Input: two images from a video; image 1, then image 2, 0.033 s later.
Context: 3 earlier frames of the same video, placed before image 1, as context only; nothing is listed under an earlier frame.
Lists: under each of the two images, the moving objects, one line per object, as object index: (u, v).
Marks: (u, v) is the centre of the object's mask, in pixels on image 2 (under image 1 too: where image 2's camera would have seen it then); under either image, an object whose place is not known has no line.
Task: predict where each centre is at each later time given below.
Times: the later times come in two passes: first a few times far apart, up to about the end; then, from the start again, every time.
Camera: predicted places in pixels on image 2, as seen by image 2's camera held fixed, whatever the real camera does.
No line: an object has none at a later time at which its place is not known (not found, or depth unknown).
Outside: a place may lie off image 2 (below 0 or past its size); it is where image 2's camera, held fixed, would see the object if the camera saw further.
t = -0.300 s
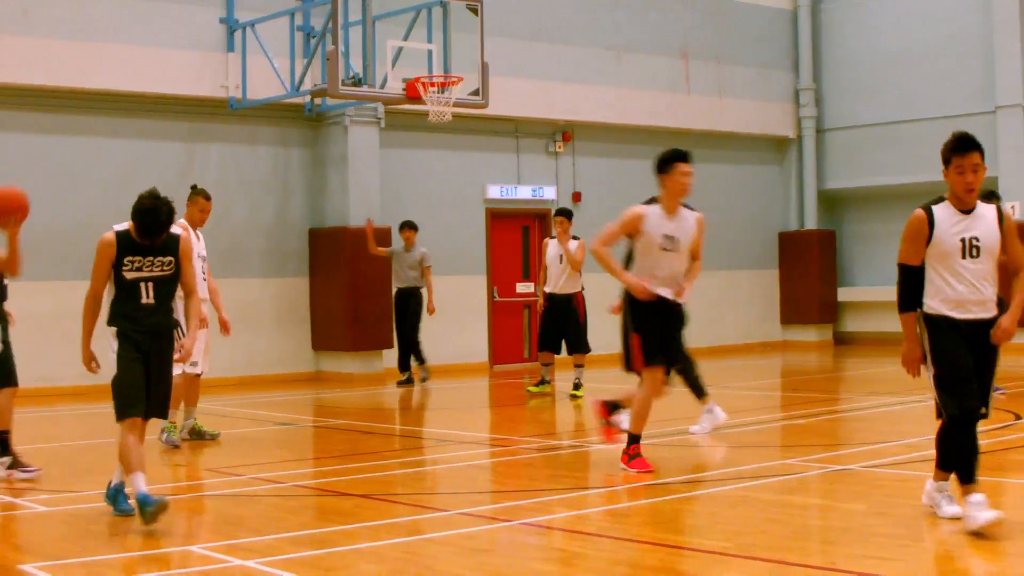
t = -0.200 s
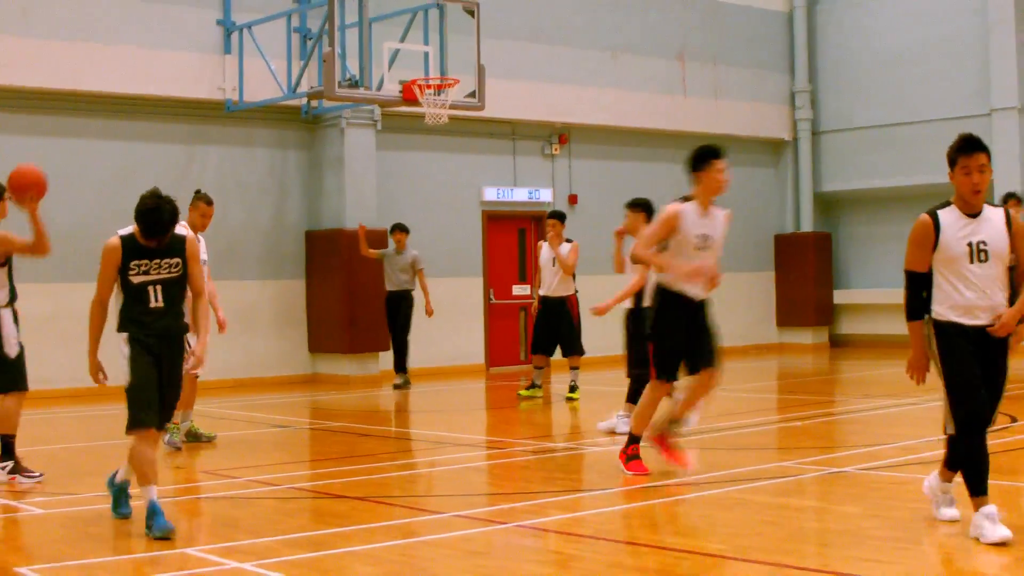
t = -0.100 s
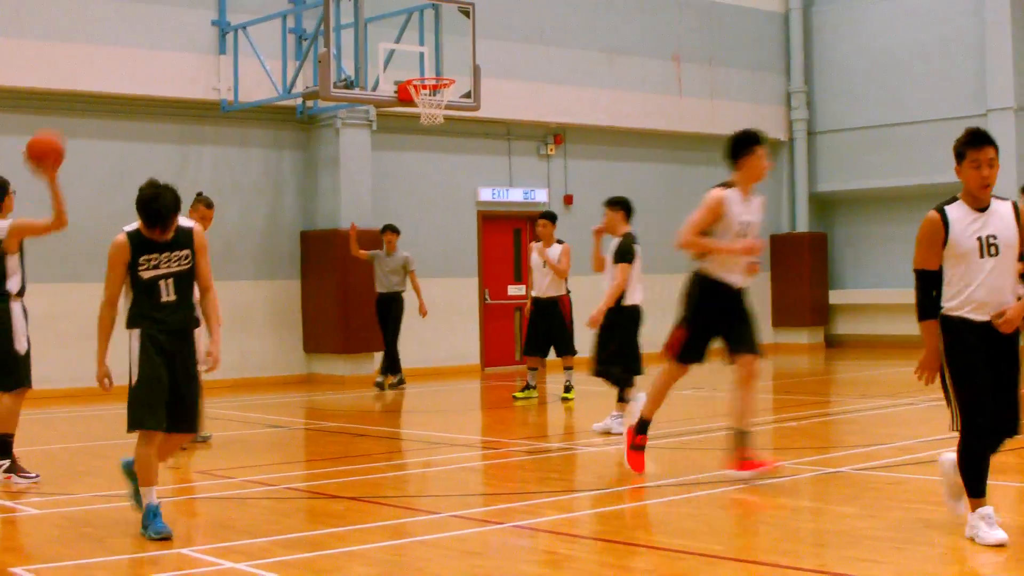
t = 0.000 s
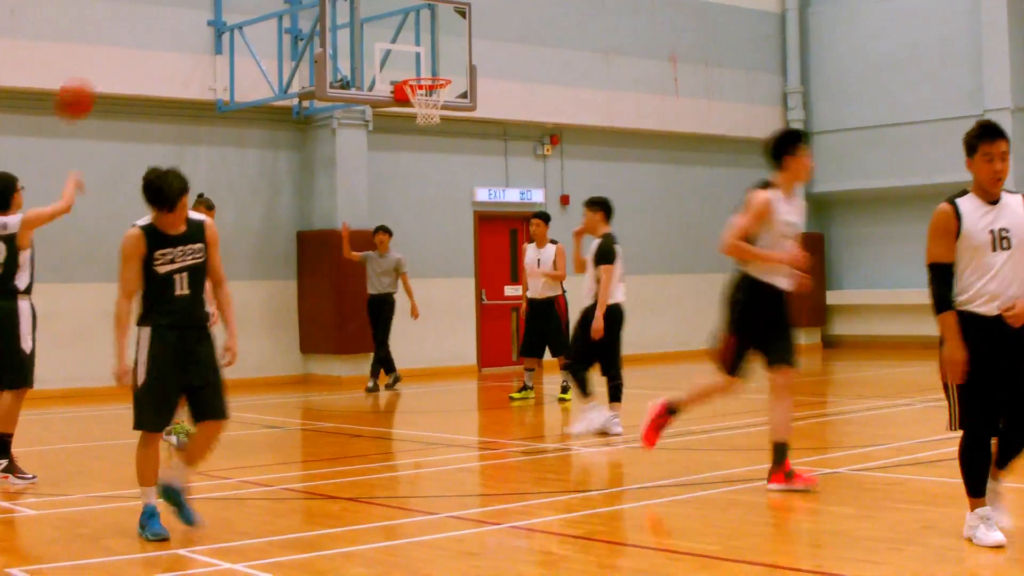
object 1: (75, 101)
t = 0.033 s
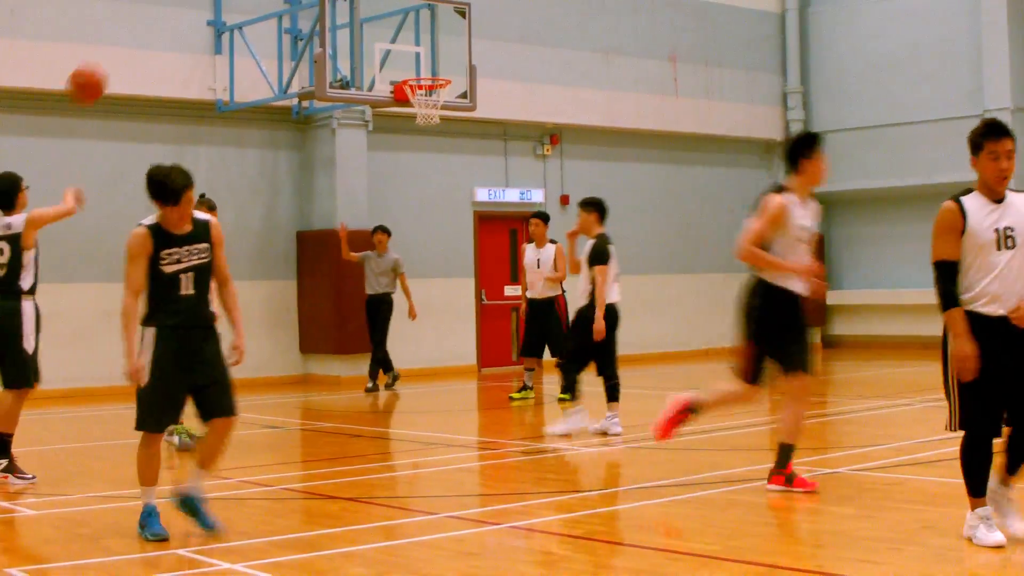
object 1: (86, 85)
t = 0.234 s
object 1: (150, 33)
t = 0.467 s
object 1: (210, 43)
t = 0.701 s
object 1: (259, 112)
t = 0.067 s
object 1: (98, 71)
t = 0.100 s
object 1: (109, 60)
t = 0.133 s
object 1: (119, 51)
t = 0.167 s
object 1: (130, 43)
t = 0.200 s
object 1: (140, 37)
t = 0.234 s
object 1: (150, 33)
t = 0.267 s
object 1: (159, 30)
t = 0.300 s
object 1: (168, 29)
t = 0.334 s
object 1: (177, 30)
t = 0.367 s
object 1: (185, 32)
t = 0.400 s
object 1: (194, 34)
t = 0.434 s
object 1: (202, 38)
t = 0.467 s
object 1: (210, 43)
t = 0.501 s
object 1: (217, 50)
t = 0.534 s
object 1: (224, 57)
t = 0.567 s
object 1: (232, 66)
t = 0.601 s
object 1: (239, 76)
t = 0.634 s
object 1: (246, 87)
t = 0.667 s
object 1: (254, 100)
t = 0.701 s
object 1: (259, 112)
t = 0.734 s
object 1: (266, 124)
